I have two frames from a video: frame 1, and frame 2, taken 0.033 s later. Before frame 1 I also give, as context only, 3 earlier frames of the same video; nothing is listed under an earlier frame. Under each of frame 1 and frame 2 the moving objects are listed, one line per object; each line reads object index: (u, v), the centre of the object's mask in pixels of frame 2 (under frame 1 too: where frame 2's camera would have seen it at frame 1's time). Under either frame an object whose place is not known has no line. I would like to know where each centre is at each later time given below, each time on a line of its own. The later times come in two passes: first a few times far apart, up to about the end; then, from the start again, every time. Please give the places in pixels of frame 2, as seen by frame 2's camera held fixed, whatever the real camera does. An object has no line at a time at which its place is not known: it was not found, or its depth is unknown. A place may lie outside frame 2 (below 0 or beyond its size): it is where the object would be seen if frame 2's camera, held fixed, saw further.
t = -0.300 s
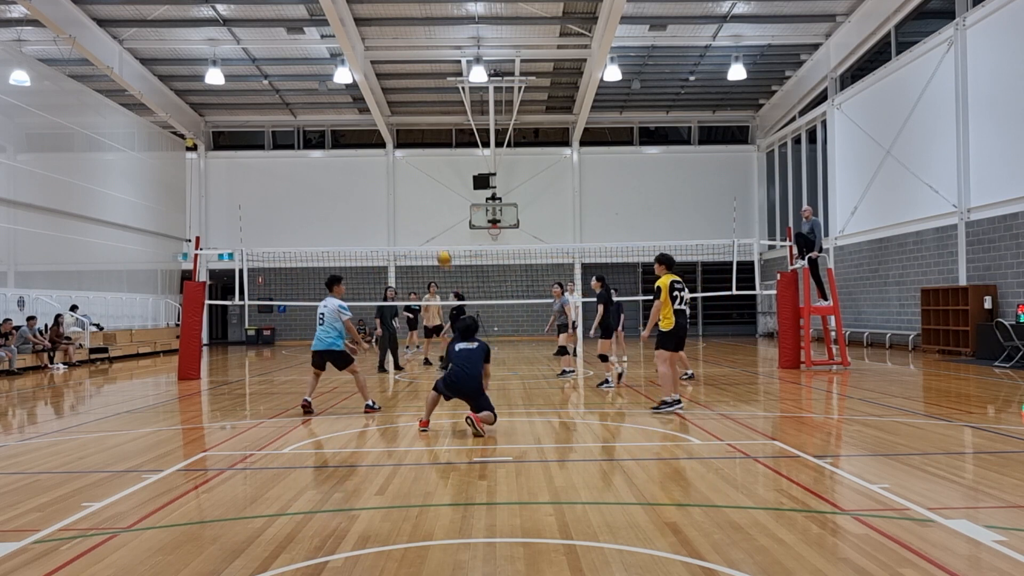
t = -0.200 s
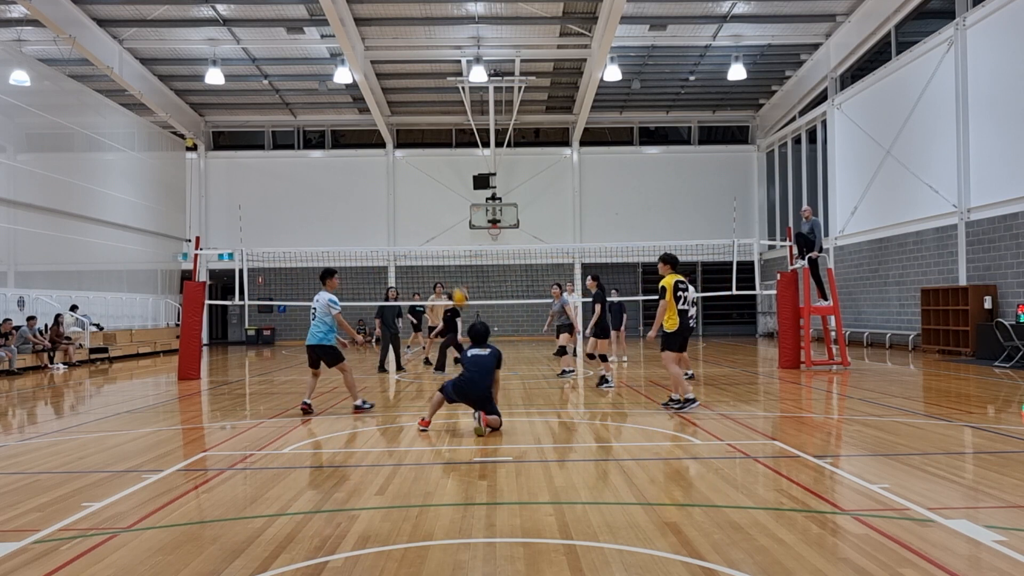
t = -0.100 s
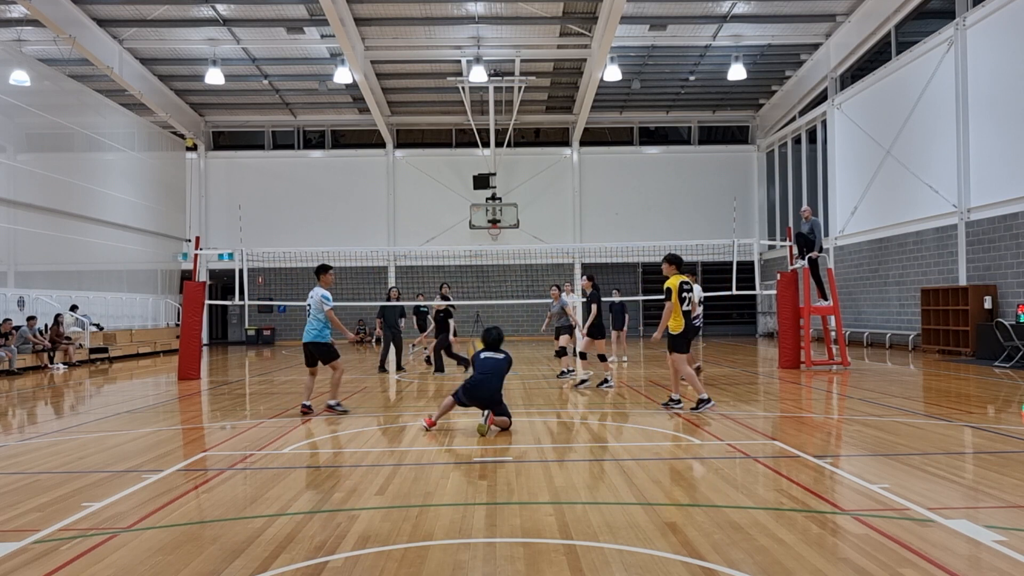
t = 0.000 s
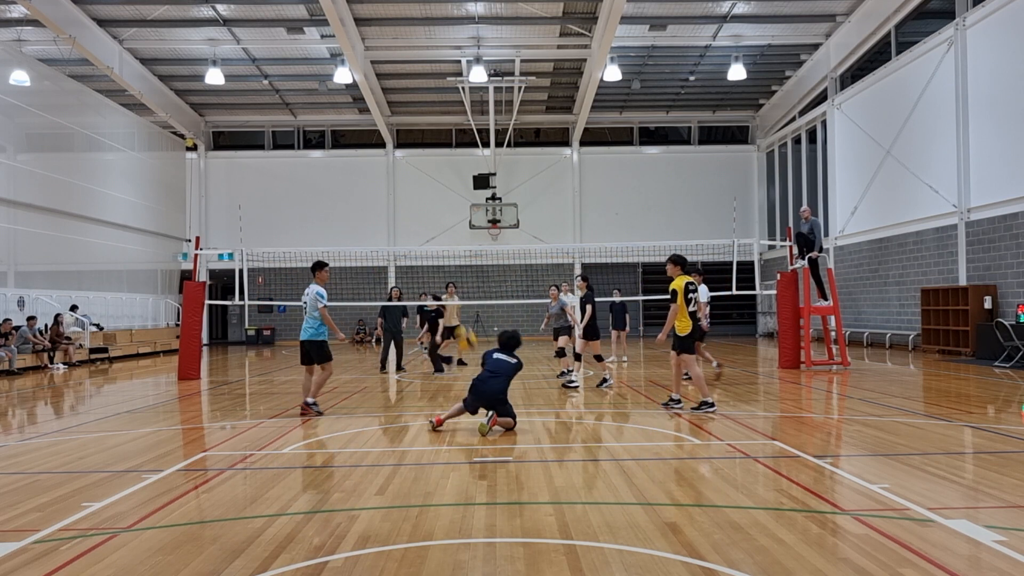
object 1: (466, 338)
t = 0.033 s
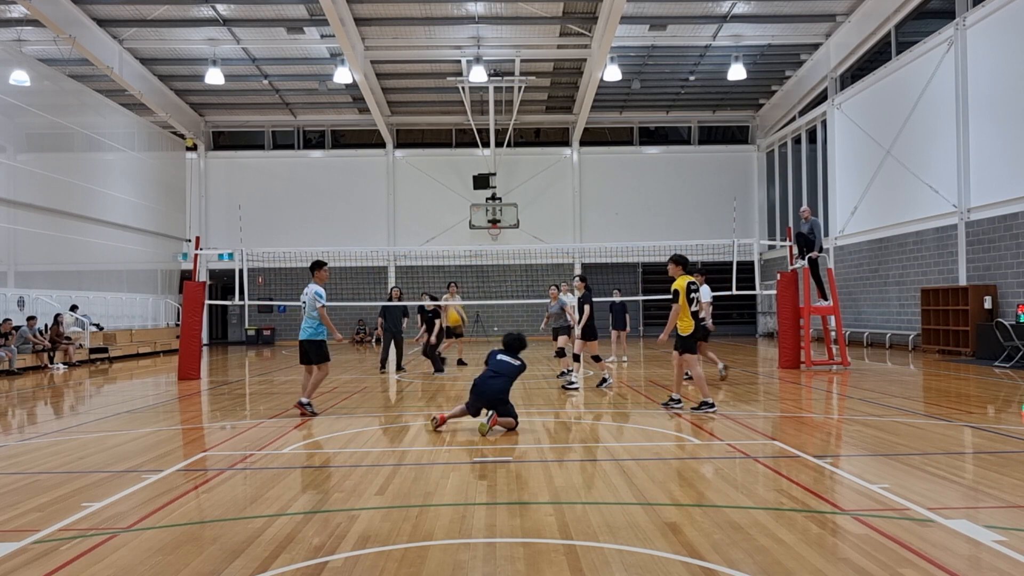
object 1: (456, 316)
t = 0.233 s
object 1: (406, 225)
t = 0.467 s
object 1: (355, 172)
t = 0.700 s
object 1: (313, 163)
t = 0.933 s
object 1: (277, 187)
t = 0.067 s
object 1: (447, 299)
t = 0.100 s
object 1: (438, 280)
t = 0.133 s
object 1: (430, 265)
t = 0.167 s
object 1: (421, 250)
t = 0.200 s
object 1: (413, 237)
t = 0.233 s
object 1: (406, 225)
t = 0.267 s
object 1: (398, 214)
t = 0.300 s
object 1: (390, 204)
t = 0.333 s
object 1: (383, 196)
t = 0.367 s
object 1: (375, 188)
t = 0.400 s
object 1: (368, 182)
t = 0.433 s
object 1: (362, 176)
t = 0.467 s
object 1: (355, 172)
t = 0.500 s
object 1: (349, 168)
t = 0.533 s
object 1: (343, 165)
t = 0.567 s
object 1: (336, 164)
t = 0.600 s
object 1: (331, 163)
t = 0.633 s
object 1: (324, 162)
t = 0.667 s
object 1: (319, 162)
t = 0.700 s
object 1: (313, 163)
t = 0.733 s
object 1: (308, 164)
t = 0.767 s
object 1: (302, 167)
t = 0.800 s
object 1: (297, 169)
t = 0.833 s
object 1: (292, 173)
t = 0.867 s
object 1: (287, 177)
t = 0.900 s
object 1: (282, 181)
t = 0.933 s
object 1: (277, 187)
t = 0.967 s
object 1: (273, 192)
